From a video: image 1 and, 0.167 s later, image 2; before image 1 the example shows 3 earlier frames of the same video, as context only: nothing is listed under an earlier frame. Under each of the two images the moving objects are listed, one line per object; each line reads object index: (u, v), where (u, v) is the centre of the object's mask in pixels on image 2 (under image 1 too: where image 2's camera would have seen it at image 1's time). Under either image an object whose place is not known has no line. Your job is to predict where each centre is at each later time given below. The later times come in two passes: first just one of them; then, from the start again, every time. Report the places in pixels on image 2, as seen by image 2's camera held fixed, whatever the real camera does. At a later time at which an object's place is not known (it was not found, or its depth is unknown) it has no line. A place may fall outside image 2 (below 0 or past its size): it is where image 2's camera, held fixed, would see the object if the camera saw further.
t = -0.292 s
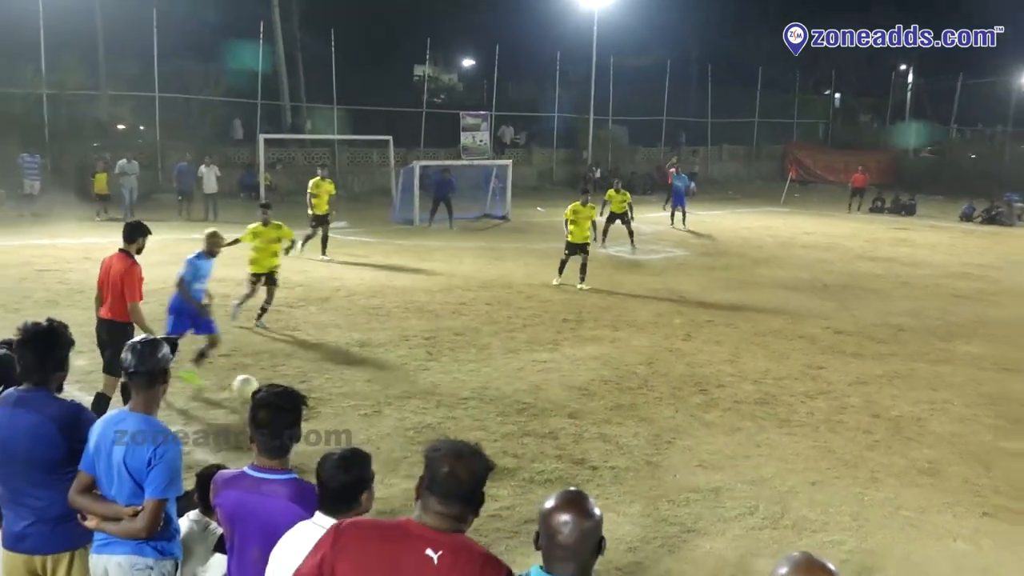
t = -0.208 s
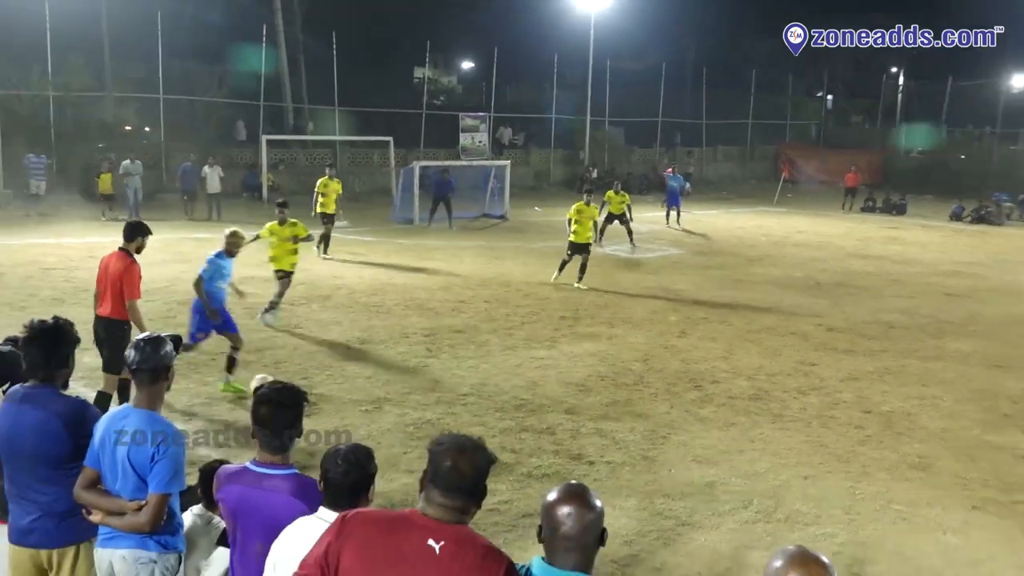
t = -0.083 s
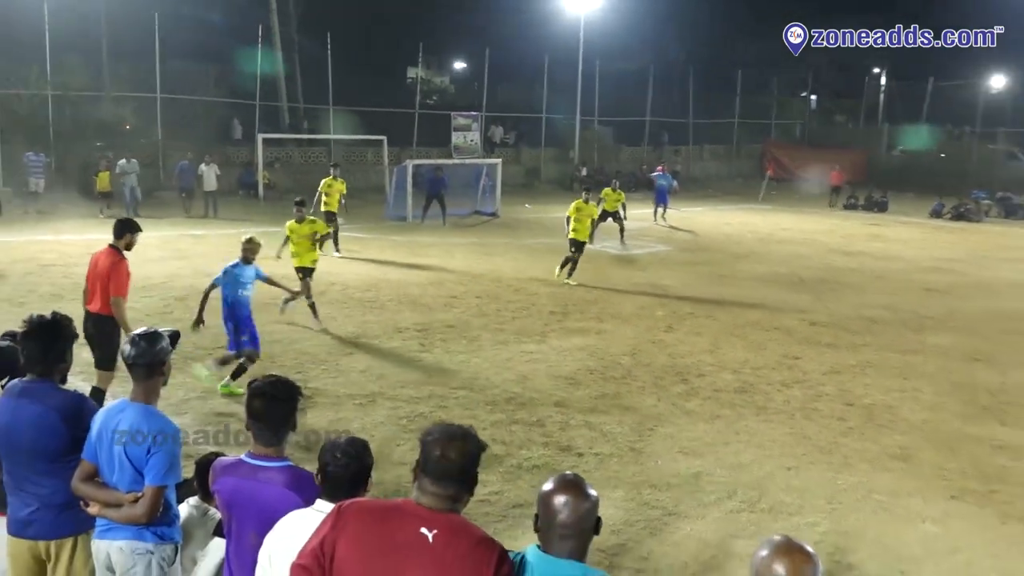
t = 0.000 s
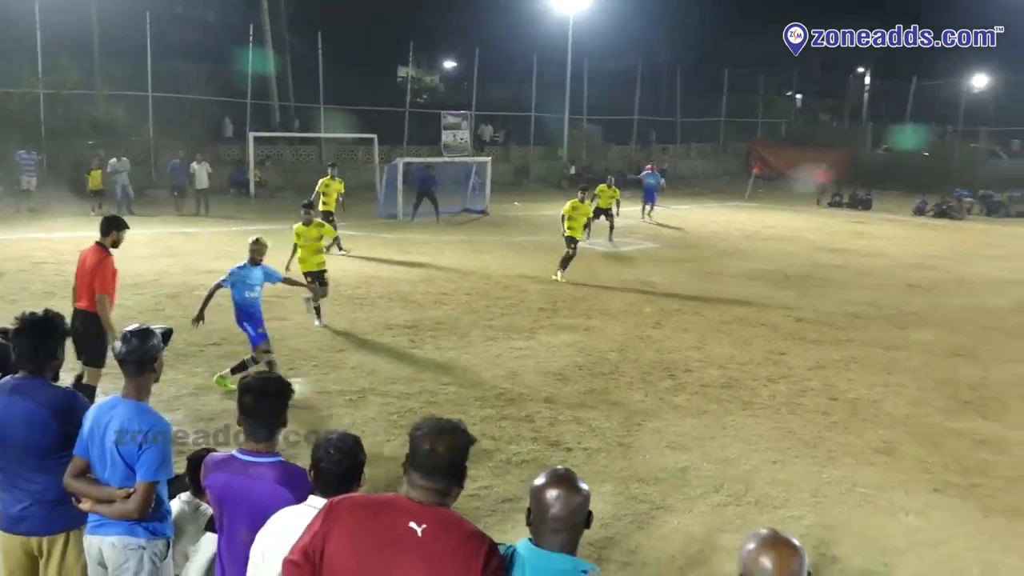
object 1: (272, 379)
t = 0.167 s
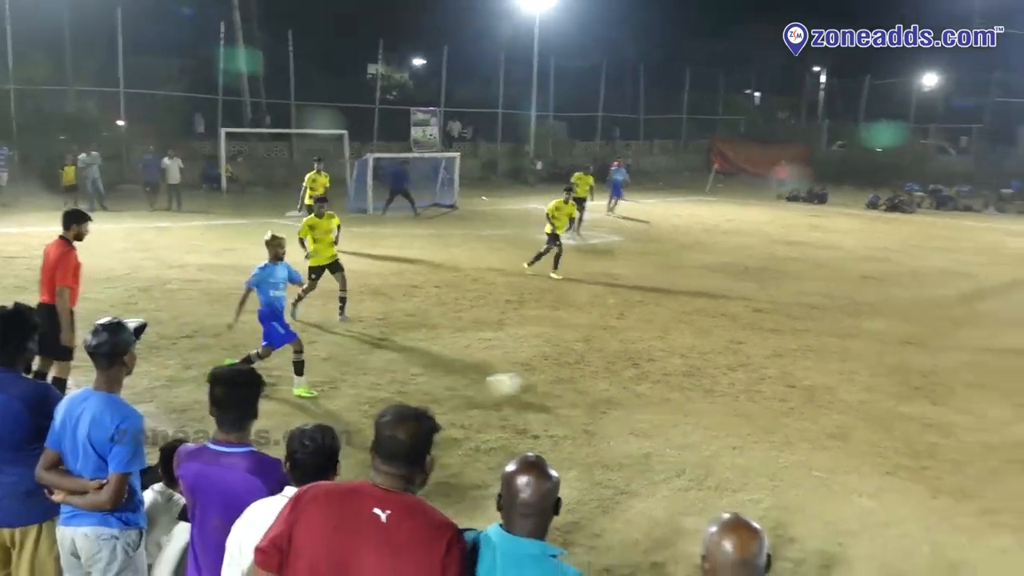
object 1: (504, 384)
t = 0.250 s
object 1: (600, 386)
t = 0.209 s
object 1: (552, 383)
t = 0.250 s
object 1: (600, 386)
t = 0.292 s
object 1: (644, 387)
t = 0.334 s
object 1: (687, 388)
